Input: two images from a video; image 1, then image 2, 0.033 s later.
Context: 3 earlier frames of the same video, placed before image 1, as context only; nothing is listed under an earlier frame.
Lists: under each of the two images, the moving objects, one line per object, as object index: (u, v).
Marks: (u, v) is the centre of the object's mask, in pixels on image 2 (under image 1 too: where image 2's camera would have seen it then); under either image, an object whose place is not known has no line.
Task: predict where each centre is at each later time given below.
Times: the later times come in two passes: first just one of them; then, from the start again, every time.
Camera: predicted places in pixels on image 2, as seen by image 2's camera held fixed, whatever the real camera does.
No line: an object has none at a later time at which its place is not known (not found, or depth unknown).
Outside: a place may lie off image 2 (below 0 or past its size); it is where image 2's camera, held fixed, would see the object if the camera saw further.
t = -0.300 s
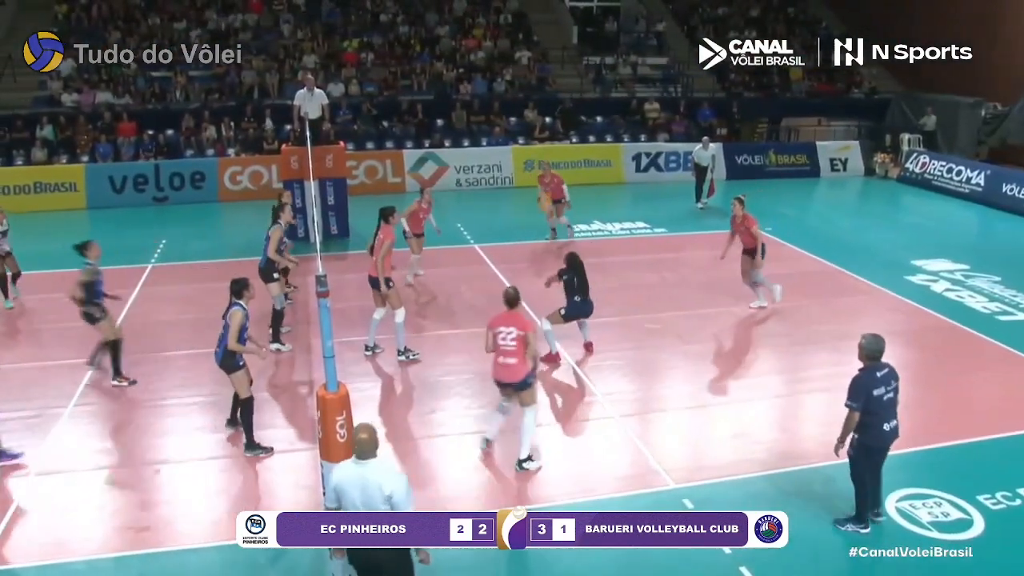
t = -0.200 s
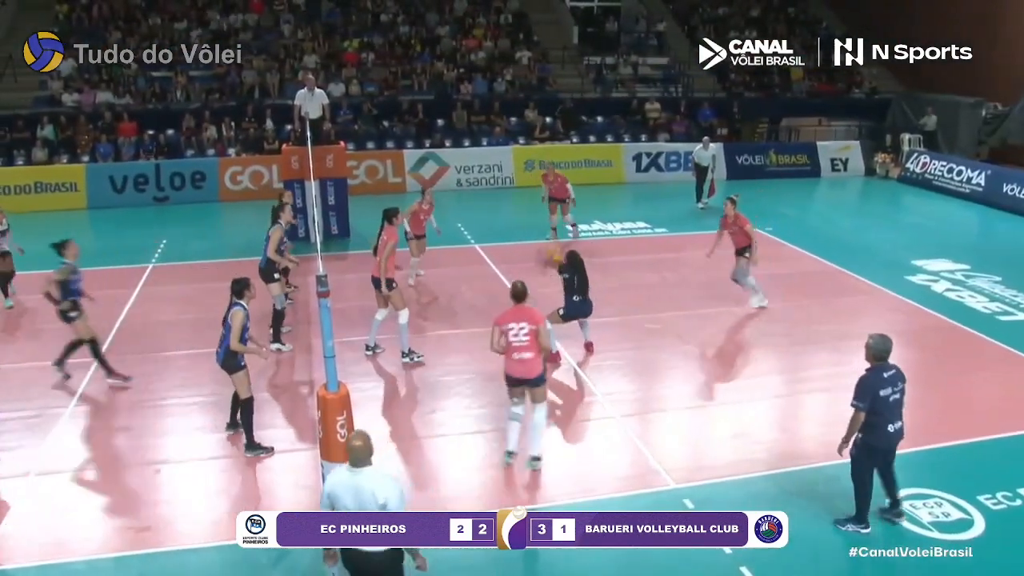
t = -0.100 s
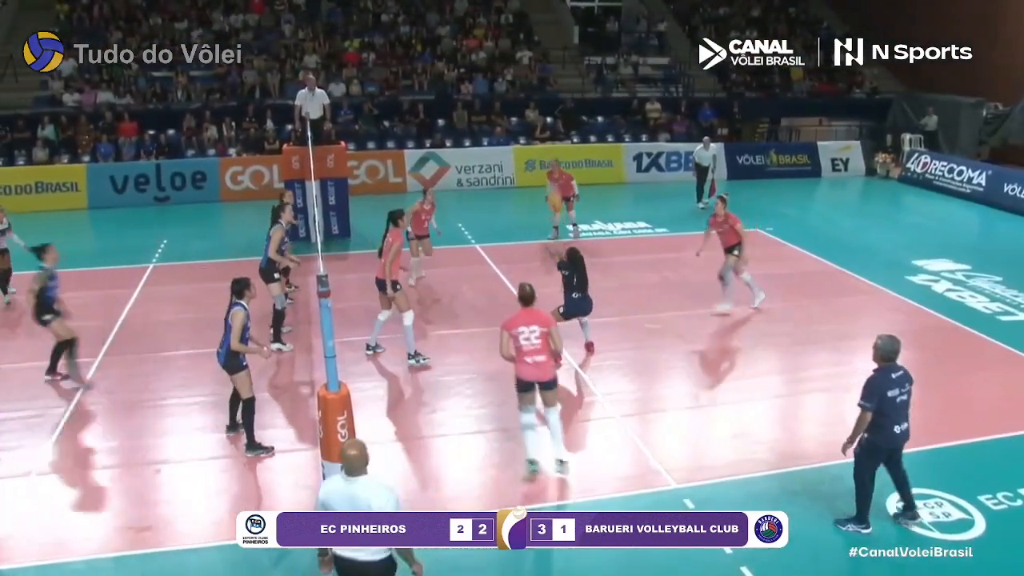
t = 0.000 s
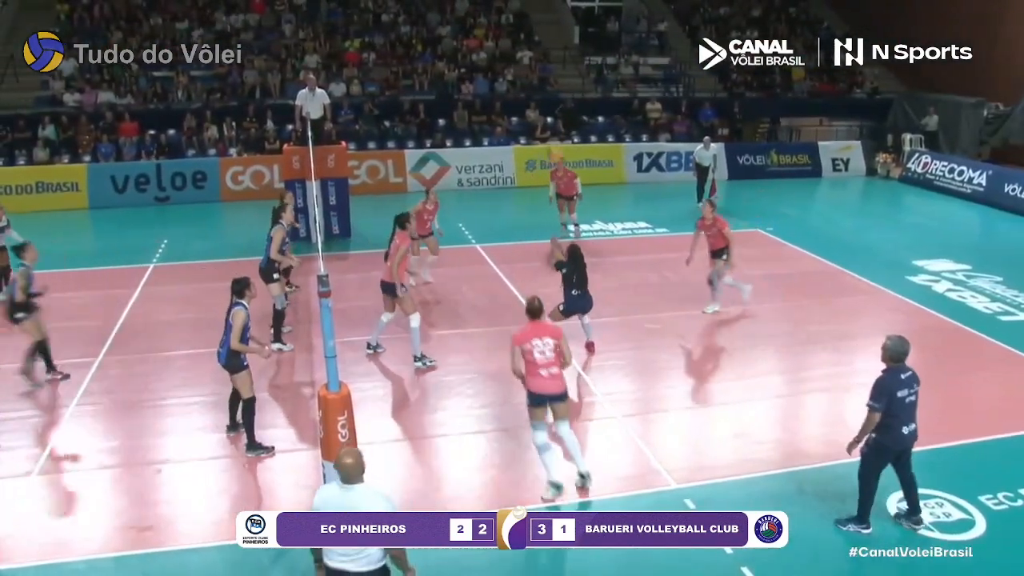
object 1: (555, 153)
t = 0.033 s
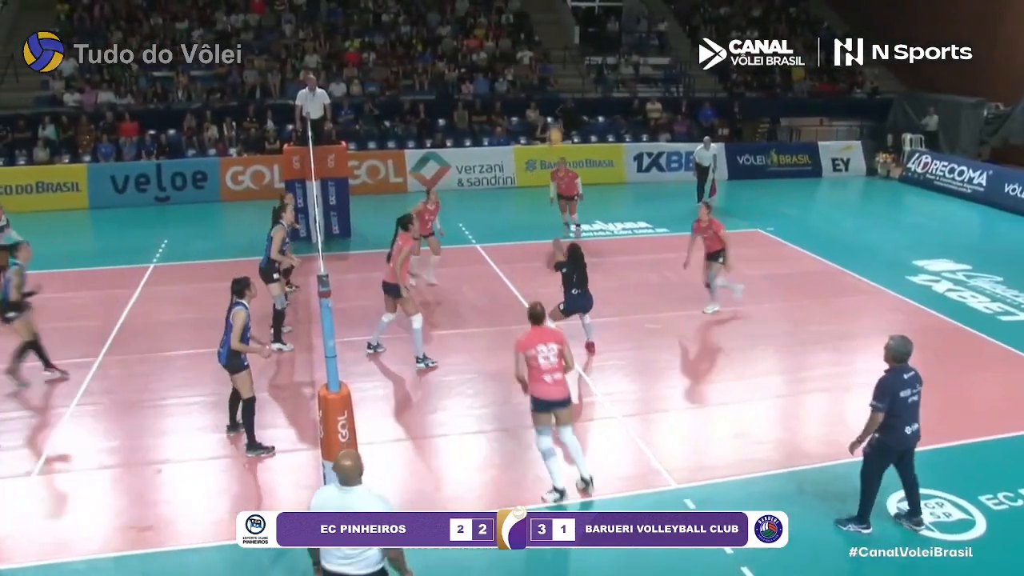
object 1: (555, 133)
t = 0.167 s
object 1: (553, 88)
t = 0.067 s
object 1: (555, 123)
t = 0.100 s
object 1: (553, 110)
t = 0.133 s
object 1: (553, 98)
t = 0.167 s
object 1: (553, 88)
